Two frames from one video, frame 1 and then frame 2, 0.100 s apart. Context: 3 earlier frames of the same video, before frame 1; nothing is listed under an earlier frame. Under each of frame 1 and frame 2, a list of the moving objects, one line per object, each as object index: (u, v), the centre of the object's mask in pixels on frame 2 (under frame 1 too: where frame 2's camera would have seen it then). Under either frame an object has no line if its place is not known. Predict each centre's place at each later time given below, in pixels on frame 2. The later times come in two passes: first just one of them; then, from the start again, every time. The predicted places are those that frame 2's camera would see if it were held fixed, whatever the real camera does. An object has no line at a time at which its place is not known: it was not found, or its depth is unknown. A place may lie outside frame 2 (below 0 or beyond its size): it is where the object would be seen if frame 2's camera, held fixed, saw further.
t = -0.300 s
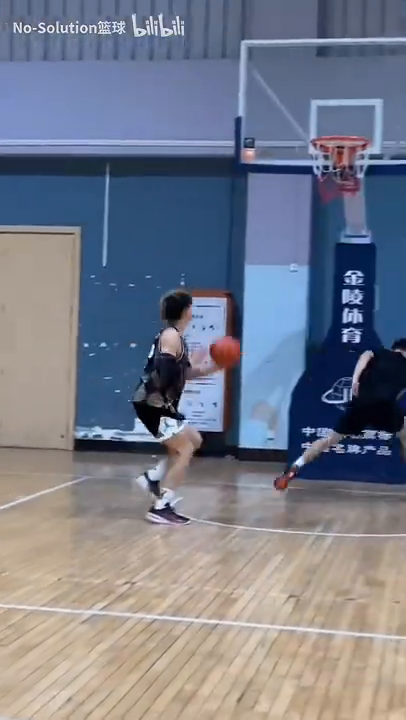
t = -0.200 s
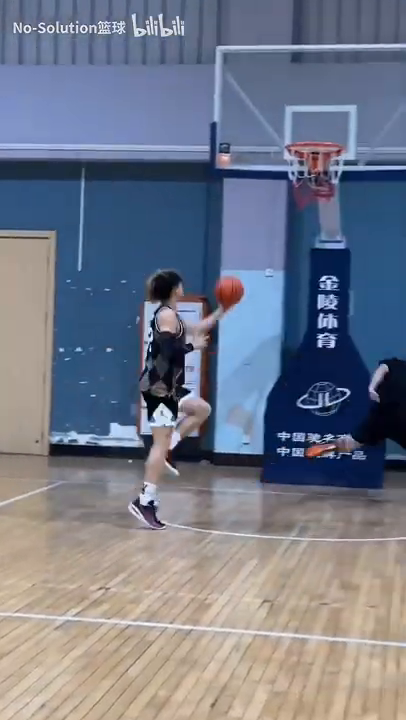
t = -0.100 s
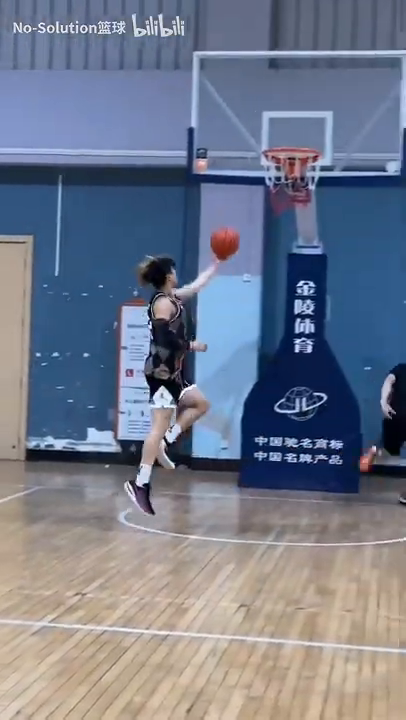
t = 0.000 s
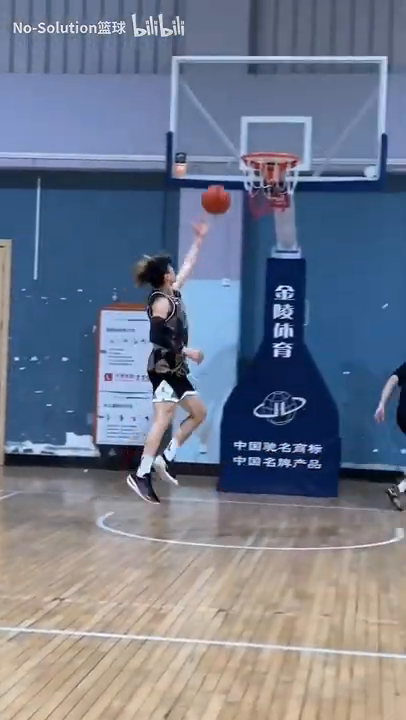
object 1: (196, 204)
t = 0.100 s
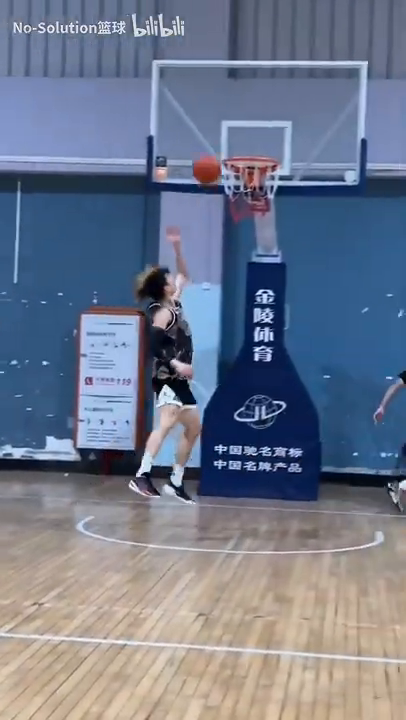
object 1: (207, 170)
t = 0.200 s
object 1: (217, 146)
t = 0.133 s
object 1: (210, 161)
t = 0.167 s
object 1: (213, 152)
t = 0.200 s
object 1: (217, 146)
